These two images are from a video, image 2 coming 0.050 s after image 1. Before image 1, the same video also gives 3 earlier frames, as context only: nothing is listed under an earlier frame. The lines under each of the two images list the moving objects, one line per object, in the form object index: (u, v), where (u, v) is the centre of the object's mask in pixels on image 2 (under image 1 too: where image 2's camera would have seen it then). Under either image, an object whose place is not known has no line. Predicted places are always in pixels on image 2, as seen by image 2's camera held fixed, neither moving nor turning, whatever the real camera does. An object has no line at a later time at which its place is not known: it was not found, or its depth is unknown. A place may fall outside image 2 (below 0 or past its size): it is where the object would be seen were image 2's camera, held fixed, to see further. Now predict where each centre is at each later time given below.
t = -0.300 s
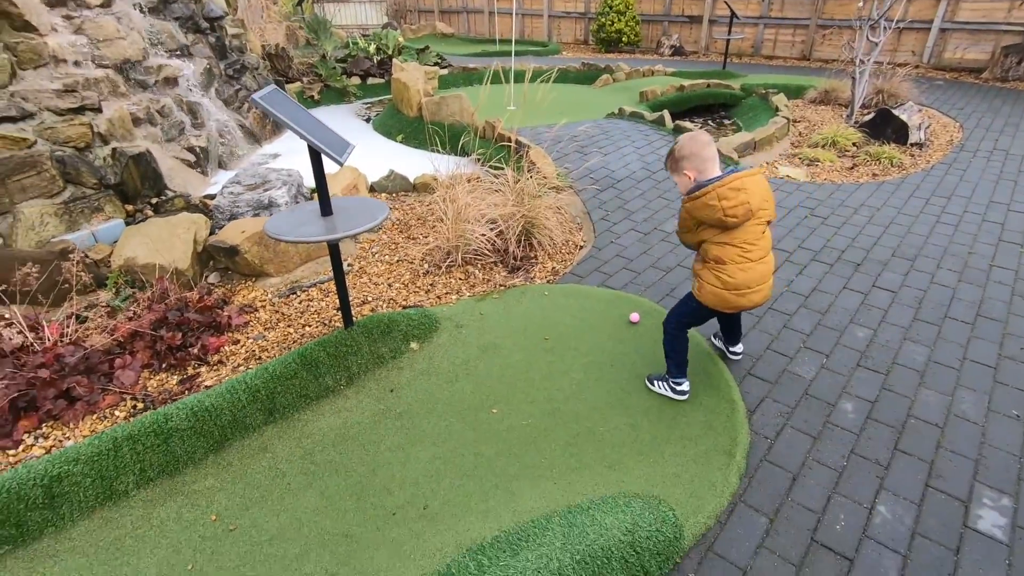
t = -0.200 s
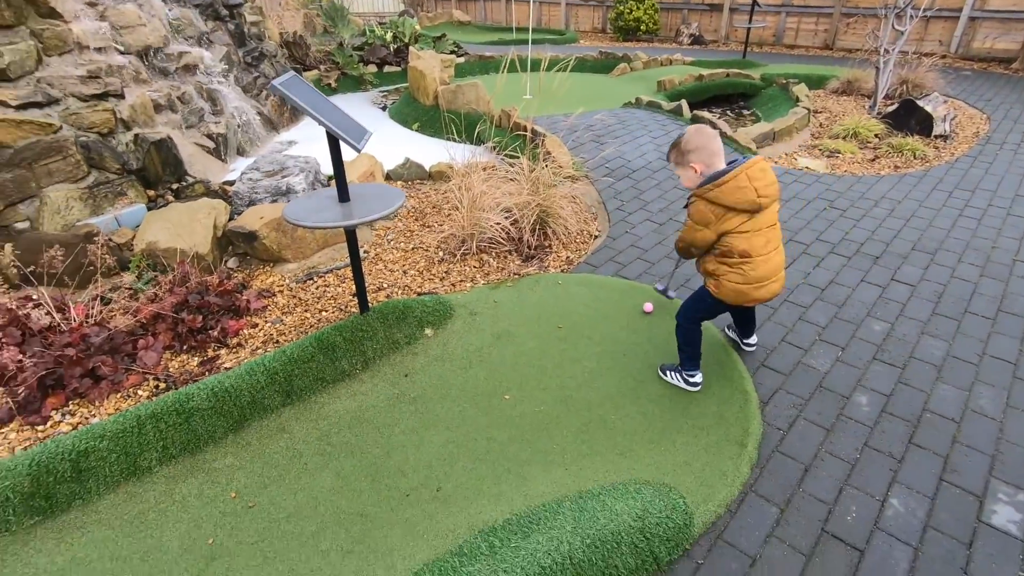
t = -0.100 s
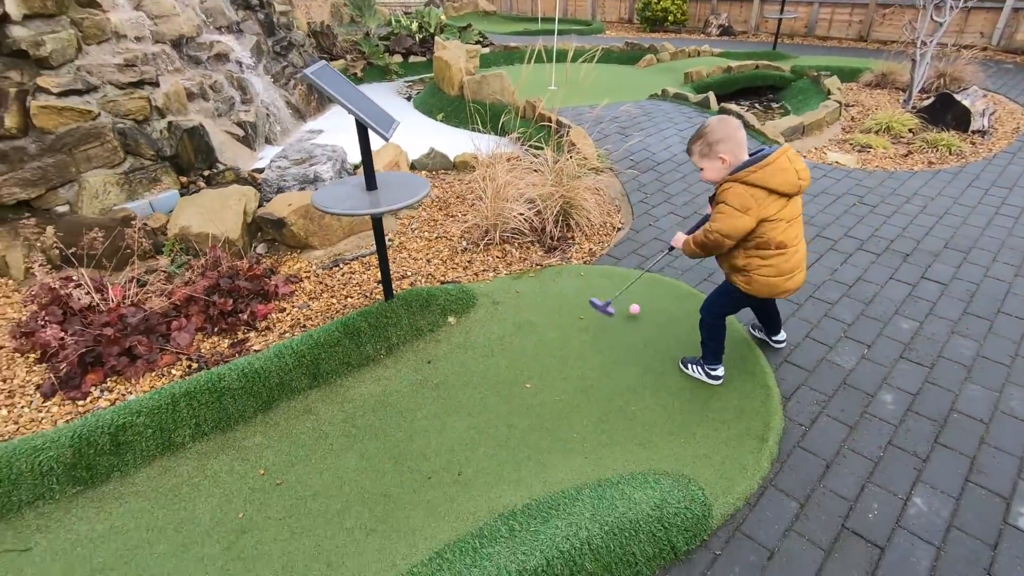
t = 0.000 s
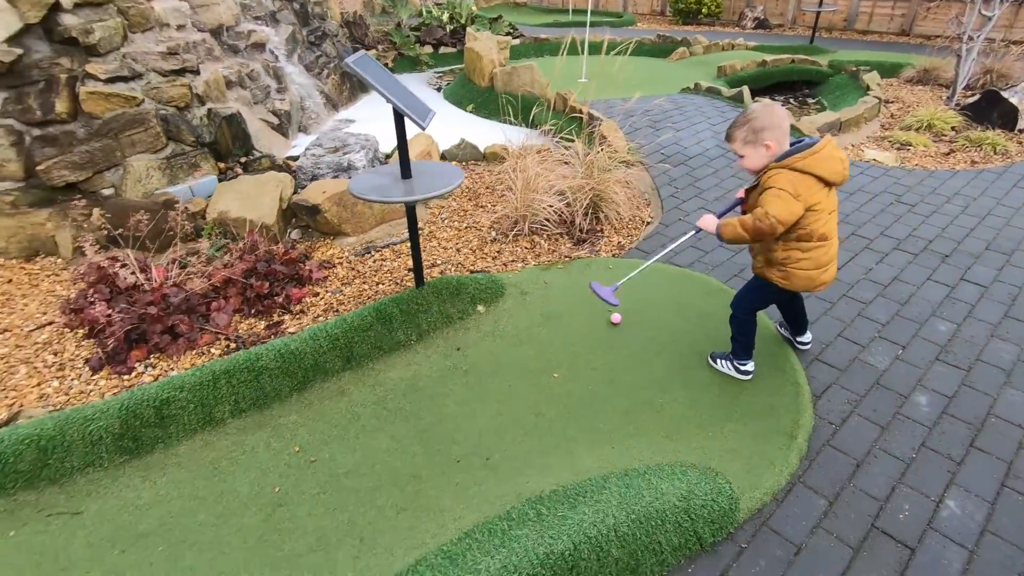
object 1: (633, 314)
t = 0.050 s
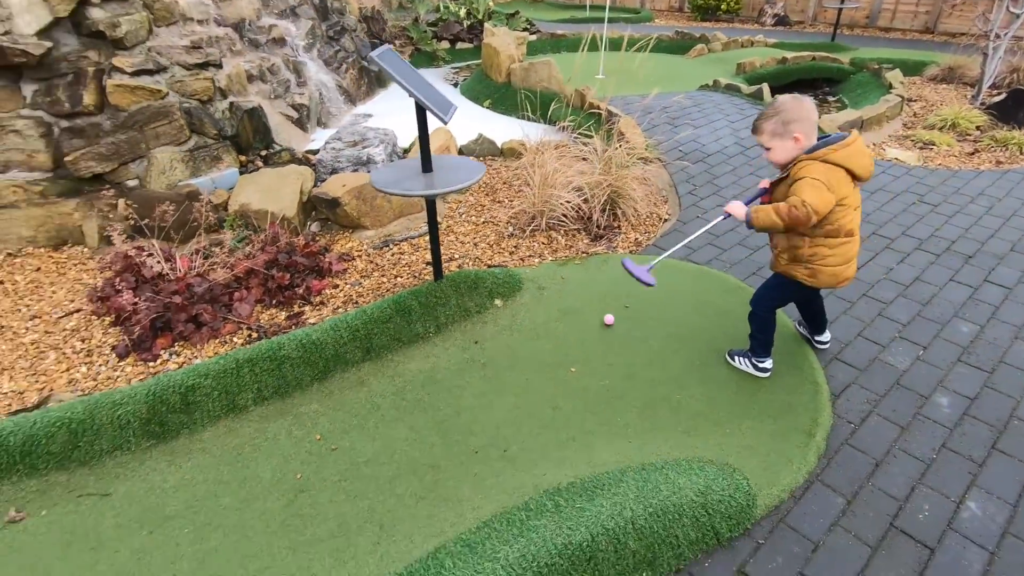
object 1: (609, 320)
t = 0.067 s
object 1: (600, 322)
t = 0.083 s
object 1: (591, 325)
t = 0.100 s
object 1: (583, 327)
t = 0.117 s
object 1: (575, 329)
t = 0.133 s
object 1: (566, 331)
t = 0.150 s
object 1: (558, 334)
